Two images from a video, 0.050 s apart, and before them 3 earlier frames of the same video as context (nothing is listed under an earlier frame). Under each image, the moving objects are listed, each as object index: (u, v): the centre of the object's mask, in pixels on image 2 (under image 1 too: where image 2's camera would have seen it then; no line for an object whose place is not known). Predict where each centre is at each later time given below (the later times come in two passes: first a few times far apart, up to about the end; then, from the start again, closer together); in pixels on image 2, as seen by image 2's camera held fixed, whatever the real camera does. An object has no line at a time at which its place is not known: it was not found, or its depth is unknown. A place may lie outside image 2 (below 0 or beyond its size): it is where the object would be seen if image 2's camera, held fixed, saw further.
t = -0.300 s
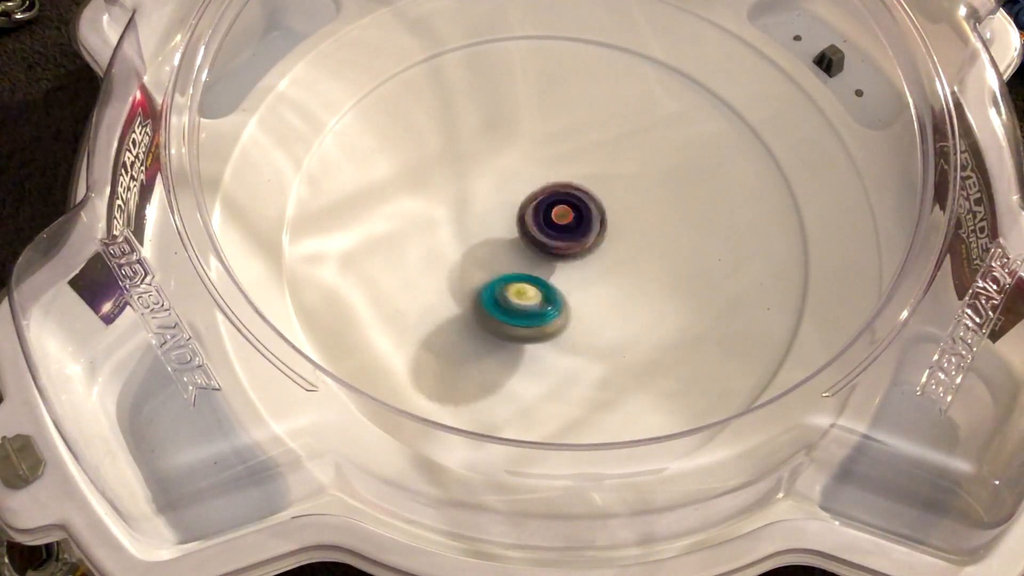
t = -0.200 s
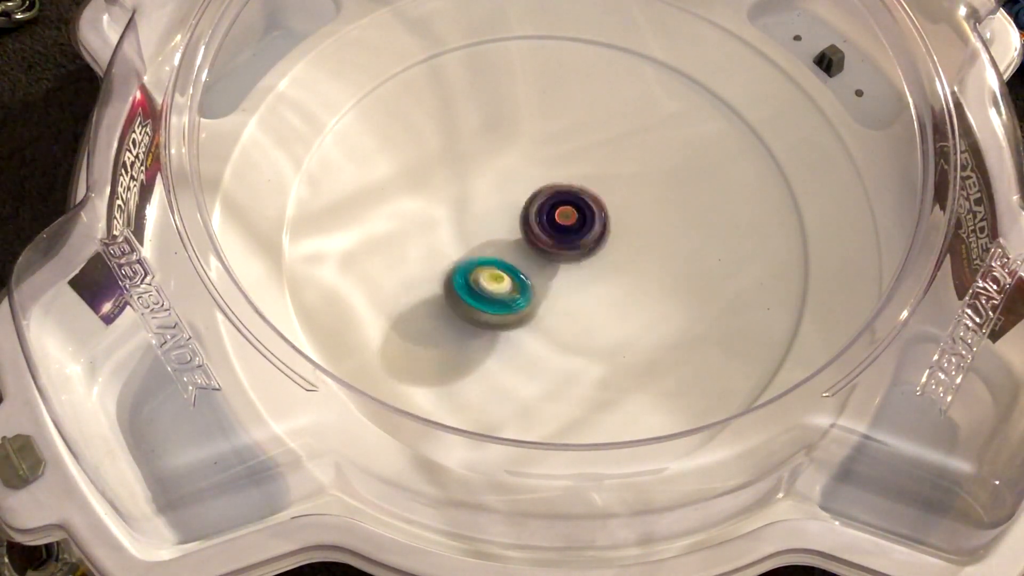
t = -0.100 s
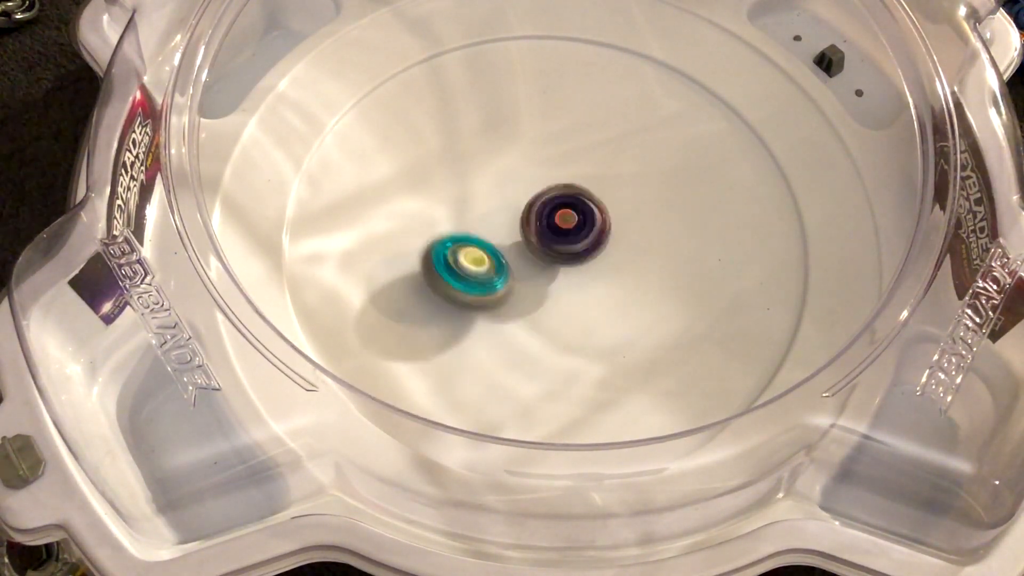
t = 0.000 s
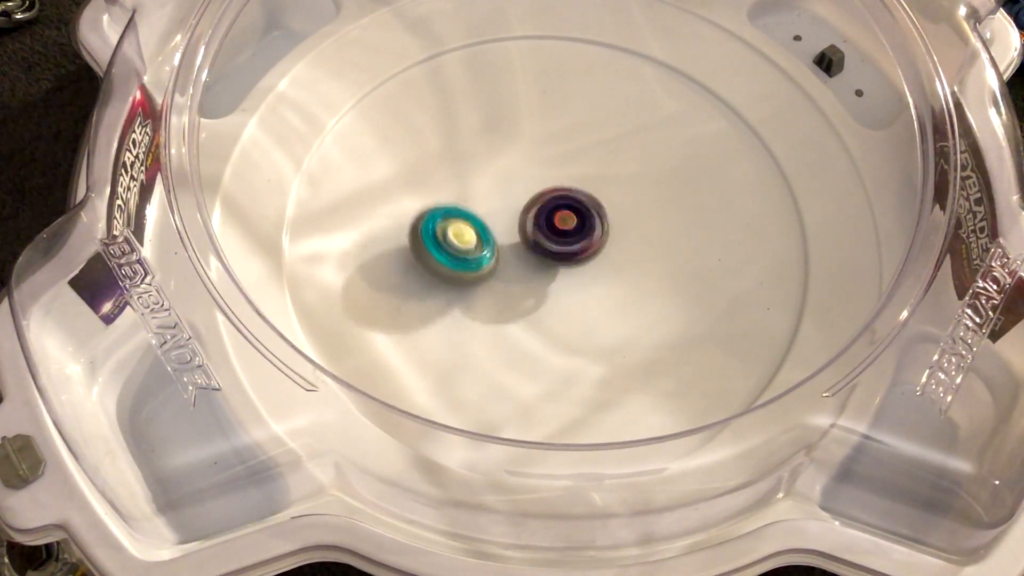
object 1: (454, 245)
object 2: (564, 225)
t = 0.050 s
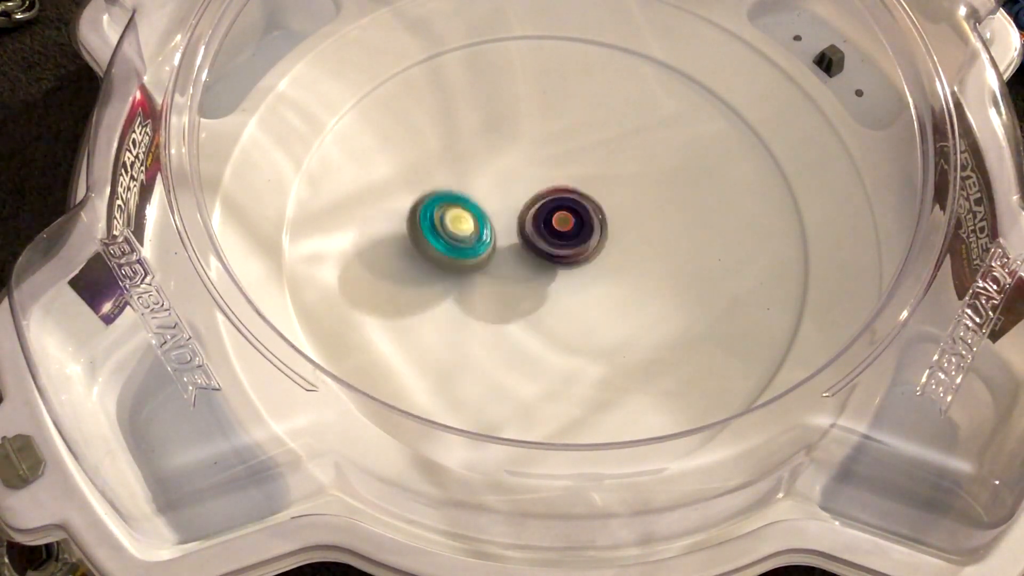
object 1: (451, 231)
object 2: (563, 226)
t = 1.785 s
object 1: (582, 146)
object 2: (556, 230)
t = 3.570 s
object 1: (473, 178)
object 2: (560, 227)
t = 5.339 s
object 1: (494, 160)
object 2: (556, 220)
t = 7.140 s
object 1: (543, 144)
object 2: (558, 226)
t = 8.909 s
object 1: (591, 151)
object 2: (558, 225)
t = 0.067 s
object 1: (451, 226)
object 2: (562, 226)
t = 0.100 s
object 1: (452, 217)
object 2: (561, 226)
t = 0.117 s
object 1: (452, 213)
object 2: (561, 226)
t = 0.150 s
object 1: (454, 204)
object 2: (560, 226)
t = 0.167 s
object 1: (456, 199)
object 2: (559, 226)
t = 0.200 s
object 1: (460, 191)
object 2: (558, 226)
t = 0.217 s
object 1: (463, 187)
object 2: (558, 226)
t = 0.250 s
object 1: (468, 179)
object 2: (556, 225)
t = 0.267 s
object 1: (471, 176)
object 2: (555, 224)
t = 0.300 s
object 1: (478, 170)
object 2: (554, 224)
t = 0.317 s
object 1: (484, 165)
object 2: (554, 223)
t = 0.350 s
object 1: (519, 147)
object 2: (553, 223)
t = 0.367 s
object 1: (539, 143)
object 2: (552, 221)
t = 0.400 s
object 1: (583, 146)
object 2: (554, 220)
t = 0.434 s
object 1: (619, 163)
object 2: (555, 219)
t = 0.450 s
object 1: (634, 179)
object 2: (555, 220)
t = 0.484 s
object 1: (652, 213)
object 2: (556, 222)
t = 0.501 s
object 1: (655, 232)
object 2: (557, 223)
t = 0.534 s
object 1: (644, 268)
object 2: (558, 225)
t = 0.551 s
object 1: (631, 282)
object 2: (558, 226)
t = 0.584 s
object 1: (593, 306)
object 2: (559, 226)
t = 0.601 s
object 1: (571, 311)
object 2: (560, 226)
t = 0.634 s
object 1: (524, 308)
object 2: (561, 225)
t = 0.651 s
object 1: (500, 298)
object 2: (561, 225)
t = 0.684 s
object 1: (469, 272)
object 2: (561, 223)
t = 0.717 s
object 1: (452, 236)
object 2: (561, 220)
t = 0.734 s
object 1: (452, 217)
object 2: (560, 219)
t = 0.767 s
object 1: (466, 182)
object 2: (558, 217)
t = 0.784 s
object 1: (479, 169)
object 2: (557, 217)
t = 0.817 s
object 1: (516, 147)
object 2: (555, 217)
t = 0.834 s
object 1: (537, 142)
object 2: (556, 222)
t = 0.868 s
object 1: (579, 145)
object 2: (552, 233)
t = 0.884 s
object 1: (599, 153)
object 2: (548, 237)
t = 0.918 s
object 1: (632, 177)
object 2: (540, 237)
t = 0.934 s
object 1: (644, 194)
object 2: (538, 236)
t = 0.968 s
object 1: (655, 232)
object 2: (541, 229)
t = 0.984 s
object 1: (652, 251)
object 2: (546, 228)
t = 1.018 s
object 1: (630, 286)
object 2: (557, 227)
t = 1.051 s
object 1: (591, 309)
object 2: (565, 230)
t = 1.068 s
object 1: (569, 313)
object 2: (569, 230)
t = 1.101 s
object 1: (521, 308)
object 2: (571, 231)
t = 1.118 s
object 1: (501, 298)
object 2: (572, 231)
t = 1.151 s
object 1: (466, 267)
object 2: (570, 230)
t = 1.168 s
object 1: (456, 250)
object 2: (568, 228)
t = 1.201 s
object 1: (453, 212)
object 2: (562, 225)
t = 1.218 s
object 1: (459, 193)
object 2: (560, 223)
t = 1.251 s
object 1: (485, 163)
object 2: (554, 218)
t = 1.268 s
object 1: (502, 153)
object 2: (553, 217)
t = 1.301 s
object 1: (542, 140)
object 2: (556, 219)
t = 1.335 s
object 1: (586, 144)
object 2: (560, 225)
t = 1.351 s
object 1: (606, 153)
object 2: (562, 228)
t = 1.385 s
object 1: (637, 180)
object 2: (560, 233)
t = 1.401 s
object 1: (647, 198)
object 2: (558, 232)
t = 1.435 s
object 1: (653, 237)
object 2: (557, 232)
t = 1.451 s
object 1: (649, 256)
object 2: (556, 231)
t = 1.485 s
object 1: (622, 289)
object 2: (557, 225)
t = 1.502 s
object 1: (602, 301)
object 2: (559, 223)
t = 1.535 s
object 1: (555, 312)
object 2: (562, 220)
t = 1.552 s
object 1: (531, 310)
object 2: (565, 219)
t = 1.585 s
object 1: (486, 289)
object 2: (567, 220)
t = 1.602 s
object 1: (470, 275)
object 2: (567, 222)
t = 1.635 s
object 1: (451, 239)
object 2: (561, 224)
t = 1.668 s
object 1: (455, 200)
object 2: (554, 224)
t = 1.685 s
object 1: (465, 183)
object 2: (551, 222)
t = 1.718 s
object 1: (496, 156)
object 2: (549, 218)
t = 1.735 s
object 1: (518, 146)
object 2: (552, 220)
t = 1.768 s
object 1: (561, 142)
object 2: (556, 227)
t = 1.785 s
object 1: (582, 146)
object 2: (556, 230)
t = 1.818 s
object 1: (621, 166)
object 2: (559, 235)
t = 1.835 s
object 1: (637, 182)
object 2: (560, 235)
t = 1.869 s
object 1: (654, 220)
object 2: (562, 233)
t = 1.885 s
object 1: (654, 239)
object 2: (563, 232)
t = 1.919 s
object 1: (639, 276)
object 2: (567, 229)
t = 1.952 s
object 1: (603, 305)
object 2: (570, 224)
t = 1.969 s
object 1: (580, 312)
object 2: (571, 224)
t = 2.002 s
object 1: (531, 310)
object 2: (570, 224)
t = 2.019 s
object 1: (506, 301)
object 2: (567, 223)
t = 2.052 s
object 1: (470, 271)
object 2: (562, 221)
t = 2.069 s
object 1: (459, 252)
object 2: (558, 219)
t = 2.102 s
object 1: (455, 213)
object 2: (555, 219)
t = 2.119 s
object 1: (461, 194)
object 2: (554, 217)
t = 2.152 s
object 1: (488, 161)
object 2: (551, 221)
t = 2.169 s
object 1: (507, 150)
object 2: (550, 222)
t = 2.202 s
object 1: (549, 142)
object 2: (549, 224)
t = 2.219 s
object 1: (572, 144)
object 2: (549, 226)
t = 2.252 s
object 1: (612, 160)
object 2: (549, 228)
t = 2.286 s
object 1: (641, 190)
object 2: (551, 230)
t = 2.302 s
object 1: (651, 211)
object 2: (551, 231)
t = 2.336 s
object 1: (651, 252)
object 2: (550, 231)
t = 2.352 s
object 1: (642, 269)
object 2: (550, 231)
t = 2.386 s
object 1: (607, 300)
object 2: (553, 227)
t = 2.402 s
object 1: (584, 309)
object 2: (557, 226)
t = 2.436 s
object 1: (535, 309)
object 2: (564, 229)
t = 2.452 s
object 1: (512, 302)
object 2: (565, 232)
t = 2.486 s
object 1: (472, 273)
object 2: (563, 232)
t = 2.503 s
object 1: (460, 254)
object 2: (561, 231)
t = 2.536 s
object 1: (455, 215)
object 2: (562, 226)
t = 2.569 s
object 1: (470, 178)
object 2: (565, 223)
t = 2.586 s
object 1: (487, 163)
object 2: (566, 222)
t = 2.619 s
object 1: (525, 146)
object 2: (567, 222)
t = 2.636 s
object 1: (547, 143)
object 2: (566, 224)
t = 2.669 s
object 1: (592, 151)
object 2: (561, 224)
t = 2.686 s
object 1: (612, 161)
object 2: (557, 223)
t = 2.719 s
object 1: (641, 194)
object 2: (553, 218)
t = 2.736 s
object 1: (650, 214)
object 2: (554, 216)
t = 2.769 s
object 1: (649, 254)
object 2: (557, 215)
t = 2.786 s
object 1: (640, 273)
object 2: (558, 217)
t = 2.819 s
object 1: (612, 299)
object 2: (556, 221)
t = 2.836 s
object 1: (607, 302)
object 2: (556, 222)
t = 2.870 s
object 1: (596, 306)
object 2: (556, 222)
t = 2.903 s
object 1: (585, 310)
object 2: (554, 222)
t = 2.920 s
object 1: (578, 311)
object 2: (554, 223)
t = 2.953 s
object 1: (566, 313)
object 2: (554, 224)
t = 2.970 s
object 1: (560, 313)
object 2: (554, 224)
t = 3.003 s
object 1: (547, 313)
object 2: (554, 225)
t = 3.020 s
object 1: (541, 312)
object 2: (553, 225)
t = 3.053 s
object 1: (529, 310)
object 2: (553, 224)
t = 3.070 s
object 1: (523, 308)
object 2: (553, 225)
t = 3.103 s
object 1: (511, 304)
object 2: (553, 226)
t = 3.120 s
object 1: (505, 301)
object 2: (553, 225)
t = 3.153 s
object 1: (494, 295)
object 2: (553, 224)
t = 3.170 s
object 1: (489, 291)
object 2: (553, 224)
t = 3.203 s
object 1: (481, 283)
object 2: (554, 225)
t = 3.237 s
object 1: (472, 274)
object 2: (555, 224)
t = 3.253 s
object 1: (468, 270)
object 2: (555, 225)
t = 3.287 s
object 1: (463, 261)
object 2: (556, 226)
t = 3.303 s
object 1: (461, 256)
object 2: (557, 225)
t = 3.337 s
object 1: (457, 246)
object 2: (557, 225)
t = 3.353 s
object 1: (456, 241)
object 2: (557, 226)
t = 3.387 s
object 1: (454, 231)
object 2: (558, 226)
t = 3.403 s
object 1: (454, 225)
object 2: (559, 226)
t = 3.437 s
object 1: (455, 215)
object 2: (558, 227)
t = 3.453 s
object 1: (456, 210)
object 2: (558, 227)
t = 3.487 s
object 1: (459, 200)
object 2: (559, 227)
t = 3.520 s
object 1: (463, 191)
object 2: (558, 227)
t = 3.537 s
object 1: (466, 187)
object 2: (559, 227)
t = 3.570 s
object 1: (473, 178)
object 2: (560, 227)
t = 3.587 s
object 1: (476, 175)
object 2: (560, 227)
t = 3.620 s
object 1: (484, 167)
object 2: (560, 228)
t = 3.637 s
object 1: (489, 163)
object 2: (560, 228)
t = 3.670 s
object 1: (498, 158)
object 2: (560, 228)
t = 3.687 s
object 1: (503, 155)
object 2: (560, 228)
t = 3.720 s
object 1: (513, 151)
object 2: (561, 228)
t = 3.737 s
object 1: (519, 149)
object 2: (562, 228)
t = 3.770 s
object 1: (530, 146)
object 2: (561, 228)
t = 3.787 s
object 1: (536, 146)
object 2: (562, 229)
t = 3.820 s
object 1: (548, 144)
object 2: (562, 228)
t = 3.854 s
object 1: (560, 144)
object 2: (562, 228)
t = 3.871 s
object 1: (566, 145)
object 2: (562, 229)
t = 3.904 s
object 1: (578, 146)
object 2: (563, 229)
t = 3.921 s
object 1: (583, 148)
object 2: (563, 229)
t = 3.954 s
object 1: (593, 152)
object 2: (561, 229)
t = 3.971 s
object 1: (599, 154)
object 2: (561, 229)
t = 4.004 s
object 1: (609, 160)
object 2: (562, 228)
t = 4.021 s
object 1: (614, 163)
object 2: (562, 228)
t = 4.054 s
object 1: (624, 169)
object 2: (561, 228)
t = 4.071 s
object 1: (628, 173)
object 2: (561, 229)
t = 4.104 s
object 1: (635, 181)
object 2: (561, 227)
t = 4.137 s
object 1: (642, 191)
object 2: (560, 227)
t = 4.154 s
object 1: (645, 195)
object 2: (559, 227)
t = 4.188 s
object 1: (649, 205)
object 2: (559, 226)
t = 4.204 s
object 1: (651, 210)
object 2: (559, 225)
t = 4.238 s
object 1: (653, 220)
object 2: (558, 225)
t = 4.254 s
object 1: (654, 225)
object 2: (558, 224)
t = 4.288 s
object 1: (654, 236)
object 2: (559, 222)
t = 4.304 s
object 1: (653, 241)
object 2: (558, 222)
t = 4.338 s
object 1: (650, 252)
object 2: (559, 223)
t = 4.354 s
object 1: (649, 257)
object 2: (560, 222)
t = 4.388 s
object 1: (644, 267)
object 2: (560, 222)
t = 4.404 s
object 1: (641, 272)
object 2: (559, 221)
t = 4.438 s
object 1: (634, 280)
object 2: (560, 220)
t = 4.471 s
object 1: (626, 289)
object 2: (560, 219)
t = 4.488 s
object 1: (621, 293)
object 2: (560, 220)
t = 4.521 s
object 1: (611, 299)
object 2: (561, 220)
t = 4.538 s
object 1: (606, 302)
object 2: (562, 220)
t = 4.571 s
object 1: (594, 307)
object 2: (562, 219)
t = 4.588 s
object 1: (588, 309)
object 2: (562, 220)
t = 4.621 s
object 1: (576, 311)
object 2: (563, 221)
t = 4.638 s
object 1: (570, 312)
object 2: (563, 221)
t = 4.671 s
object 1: (557, 313)
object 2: (562, 222)
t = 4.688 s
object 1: (551, 313)
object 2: (561, 224)
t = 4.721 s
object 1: (539, 311)
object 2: (561, 224)
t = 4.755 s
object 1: (525, 308)
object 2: (560, 224)
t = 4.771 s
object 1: (519, 306)
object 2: (559, 224)
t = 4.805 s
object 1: (508, 301)
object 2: (559, 224)
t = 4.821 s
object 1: (503, 298)
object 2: (558, 223)
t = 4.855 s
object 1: (492, 291)
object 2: (557, 224)
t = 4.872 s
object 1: (487, 288)
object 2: (556, 224)
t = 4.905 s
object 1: (478, 280)
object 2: (556, 223)
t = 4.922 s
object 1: (474, 275)
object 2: (555, 222)
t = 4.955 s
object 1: (466, 266)
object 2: (555, 222)
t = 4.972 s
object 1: (463, 261)
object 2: (555, 223)
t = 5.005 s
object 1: (459, 251)
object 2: (555, 221)
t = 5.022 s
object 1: (457, 246)
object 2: (554, 221)
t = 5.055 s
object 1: (455, 236)
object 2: (553, 221)
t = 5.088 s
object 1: (454, 226)
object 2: (554, 220)
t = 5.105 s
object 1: (454, 221)
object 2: (554, 220)
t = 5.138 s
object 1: (456, 210)
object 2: (554, 220)
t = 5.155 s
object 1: (457, 205)
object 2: (554, 220)
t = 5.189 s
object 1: (461, 195)
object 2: (554, 220)
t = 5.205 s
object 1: (463, 191)
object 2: (554, 220)
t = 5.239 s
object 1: (469, 182)
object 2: (554, 219)
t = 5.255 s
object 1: (472, 178)
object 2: (554, 219)
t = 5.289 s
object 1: (480, 170)
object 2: (555, 219)
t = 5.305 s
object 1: (484, 167)
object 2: (556, 220)
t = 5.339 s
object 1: (494, 160)
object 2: (556, 220)
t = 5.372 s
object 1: (503, 155)
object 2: (557, 221)
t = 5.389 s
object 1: (508, 153)
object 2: (558, 221)
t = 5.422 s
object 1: (519, 148)
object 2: (557, 221)
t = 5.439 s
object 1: (525, 147)
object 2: (558, 222)
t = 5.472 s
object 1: (537, 145)
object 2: (558, 223)
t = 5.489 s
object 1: (543, 143)
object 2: (558, 223)
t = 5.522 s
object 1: (555, 143)
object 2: (557, 224)
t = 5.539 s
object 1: (561, 144)
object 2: (557, 225)
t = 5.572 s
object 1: (573, 145)
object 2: (558, 225)
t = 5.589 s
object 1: (578, 147)
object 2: (557, 226)
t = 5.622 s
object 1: (590, 151)
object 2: (555, 227)
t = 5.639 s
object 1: (595, 153)
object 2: (555, 227)
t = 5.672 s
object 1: (606, 158)
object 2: (556, 227)
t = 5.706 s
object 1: (616, 164)
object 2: (555, 227)
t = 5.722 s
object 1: (621, 168)
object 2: (555, 227)
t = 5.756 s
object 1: (629, 176)
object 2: (554, 227)
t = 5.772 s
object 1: (633, 180)
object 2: (554, 227)
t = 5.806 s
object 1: (640, 189)
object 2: (552, 227)
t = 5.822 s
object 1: (643, 193)
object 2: (552, 227)
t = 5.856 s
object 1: (648, 203)
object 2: (552, 226)
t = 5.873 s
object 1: (649, 208)
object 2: (553, 226)
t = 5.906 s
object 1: (652, 219)
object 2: (551, 226)
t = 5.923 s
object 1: (653, 224)
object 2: (551, 226)
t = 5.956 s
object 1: (653, 235)
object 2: (553, 225)
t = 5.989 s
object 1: (652, 246)
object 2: (552, 224)
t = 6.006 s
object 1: (650, 251)
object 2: (552, 224)
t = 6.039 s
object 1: (647, 262)
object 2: (553, 224)
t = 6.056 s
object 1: (644, 266)
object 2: (554, 223)
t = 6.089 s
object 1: (638, 276)
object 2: (555, 222)
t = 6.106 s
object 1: (634, 280)
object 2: (555, 223)
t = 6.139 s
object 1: (625, 289)
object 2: (557, 223)
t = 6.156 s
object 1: (621, 292)
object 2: (558, 223)
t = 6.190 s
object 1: (611, 299)
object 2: (558, 223)
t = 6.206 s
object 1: (605, 302)
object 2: (558, 224)
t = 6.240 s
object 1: (594, 307)
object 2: (559, 225)
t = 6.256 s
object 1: (588, 309)
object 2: (559, 224)
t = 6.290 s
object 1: (576, 312)
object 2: (559, 225)
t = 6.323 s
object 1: (563, 313)
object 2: (559, 227)
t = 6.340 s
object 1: (557, 313)
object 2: (559, 227)
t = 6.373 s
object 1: (543, 313)
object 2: (560, 226)
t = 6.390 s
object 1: (537, 312)
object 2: (559, 227)
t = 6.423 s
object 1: (524, 308)
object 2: (558, 228)
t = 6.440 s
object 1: (518, 307)
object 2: (558, 228)
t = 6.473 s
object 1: (507, 301)
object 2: (558, 227)
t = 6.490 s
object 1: (500, 298)
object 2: (557, 227)
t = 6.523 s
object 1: (490, 291)
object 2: (557, 228)
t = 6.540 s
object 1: (485, 287)
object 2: (557, 227)
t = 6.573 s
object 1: (477, 279)
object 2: (557, 226)
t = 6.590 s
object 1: (472, 275)
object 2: (557, 225)
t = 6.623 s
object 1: (465, 265)
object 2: (555, 226)
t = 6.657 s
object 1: (460, 255)
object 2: (557, 224)
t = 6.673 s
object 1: (458, 250)
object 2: (557, 224)
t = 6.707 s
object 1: (455, 239)
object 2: (557, 223)
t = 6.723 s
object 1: (454, 234)
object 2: (558, 223)
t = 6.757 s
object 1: (454, 223)
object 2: (559, 222)
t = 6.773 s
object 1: (454, 218)
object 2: (560, 221)
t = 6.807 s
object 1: (456, 208)
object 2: (560, 221)
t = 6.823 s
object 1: (458, 202)
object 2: (561, 222)
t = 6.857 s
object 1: (462, 193)
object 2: (562, 223)
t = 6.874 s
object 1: (465, 188)
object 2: (562, 223)
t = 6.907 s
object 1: (472, 179)
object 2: (562, 224)
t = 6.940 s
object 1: (478, 172)
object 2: (562, 225)
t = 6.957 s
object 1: (483, 168)
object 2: (561, 226)
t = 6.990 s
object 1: (492, 162)
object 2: (561, 225)
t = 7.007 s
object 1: (497, 158)
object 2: (561, 225)
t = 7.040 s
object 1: (507, 153)
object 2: (560, 226)
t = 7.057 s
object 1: (513, 151)
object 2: (559, 226)
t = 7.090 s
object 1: (525, 147)
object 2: (560, 226)
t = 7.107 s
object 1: (530, 146)
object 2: (559, 225)
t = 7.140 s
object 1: (543, 144)
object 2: (558, 226)
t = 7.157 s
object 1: (548, 144)
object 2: (557, 226)
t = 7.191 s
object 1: (561, 143)
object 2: (558, 225)
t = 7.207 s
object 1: (567, 144)
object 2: (557, 225)
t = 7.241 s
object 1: (578, 146)
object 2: (555, 226)
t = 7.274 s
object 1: (590, 150)
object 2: (555, 225)
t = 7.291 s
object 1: (596, 152)
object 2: (556, 224)
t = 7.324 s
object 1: (606, 157)
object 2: (554, 223)
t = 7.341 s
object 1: (612, 160)
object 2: (554, 222)
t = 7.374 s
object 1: (621, 167)
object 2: (554, 223)
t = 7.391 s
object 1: (625, 171)
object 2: (554, 222)
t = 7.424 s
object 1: (633, 179)
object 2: (554, 220)
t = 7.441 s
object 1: (637, 183)
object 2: (555, 220)
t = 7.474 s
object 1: (643, 193)
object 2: (555, 221)
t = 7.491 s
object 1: (646, 198)
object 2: (555, 221)
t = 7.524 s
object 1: (650, 208)
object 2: (557, 219)
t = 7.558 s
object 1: (653, 219)
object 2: (558, 220)
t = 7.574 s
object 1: (653, 224)
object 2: (558, 221)
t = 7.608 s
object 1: (653, 235)
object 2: (559, 222)
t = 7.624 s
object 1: (652, 240)
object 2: (559, 222)
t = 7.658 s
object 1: (650, 252)
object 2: (558, 223)
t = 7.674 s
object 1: (648, 257)
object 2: (558, 223)
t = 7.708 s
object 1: (643, 267)
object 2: (558, 224)
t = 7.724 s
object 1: (640, 272)
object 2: (558, 224)
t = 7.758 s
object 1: (632, 281)
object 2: (558, 223)
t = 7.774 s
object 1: (628, 285)
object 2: (557, 224)
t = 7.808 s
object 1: (618, 293)
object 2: (557, 224)
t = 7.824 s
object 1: (613, 297)
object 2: (557, 224)
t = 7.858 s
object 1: (603, 302)
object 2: (557, 224)
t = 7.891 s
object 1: (591, 307)
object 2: (557, 224)
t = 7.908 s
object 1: (585, 309)
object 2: (556, 225)
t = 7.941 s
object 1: (572, 311)
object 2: (557, 225)
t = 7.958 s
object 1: (565, 312)
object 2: (557, 225)
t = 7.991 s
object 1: (552, 312)
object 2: (556, 225)
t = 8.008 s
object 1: (545, 312)
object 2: (556, 225)
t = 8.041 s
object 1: (532, 310)
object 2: (557, 225)
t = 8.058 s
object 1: (526, 308)
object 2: (557, 224)
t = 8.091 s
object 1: (514, 304)
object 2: (557, 224)
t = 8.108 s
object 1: (507, 301)
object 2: (557, 225)
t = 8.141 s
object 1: (495, 295)
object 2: (557, 226)
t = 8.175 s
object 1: (487, 287)
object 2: (558, 225)
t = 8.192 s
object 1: (480, 282)
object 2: (558, 225)
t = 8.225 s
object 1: (473, 275)
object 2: (557, 225)
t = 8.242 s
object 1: (469, 269)
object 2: (558, 226)
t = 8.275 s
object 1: (462, 260)
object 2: (558, 226)
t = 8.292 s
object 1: (460, 255)
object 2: (558, 226)
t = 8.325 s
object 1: (456, 245)
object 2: (557, 226)
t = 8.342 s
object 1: (455, 239)
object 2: (556, 227)
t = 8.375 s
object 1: (453, 228)
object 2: (556, 227)
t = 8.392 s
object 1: (453, 223)
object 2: (556, 226)
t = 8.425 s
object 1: (455, 213)
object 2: (556, 225)
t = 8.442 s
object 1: (456, 207)
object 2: (555, 225)
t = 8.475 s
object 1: (459, 197)
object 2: (556, 225)
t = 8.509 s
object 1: (464, 188)
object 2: (557, 224)
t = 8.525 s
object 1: (467, 183)
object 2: (557, 224)
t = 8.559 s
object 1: (474, 175)
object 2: (557, 223)
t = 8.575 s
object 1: (478, 171)
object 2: (557, 223)
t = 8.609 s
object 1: (487, 164)
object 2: (557, 223)
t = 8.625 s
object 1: (492, 161)
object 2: (558, 223)
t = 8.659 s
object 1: (502, 156)
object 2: (559, 223)
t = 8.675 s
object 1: (507, 153)
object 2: (558, 223)
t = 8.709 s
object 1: (519, 149)
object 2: (559, 224)
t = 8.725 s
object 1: (525, 148)
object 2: (559, 224)
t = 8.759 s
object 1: (537, 144)
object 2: (560, 224)
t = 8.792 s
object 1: (549, 144)
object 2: (559, 224)
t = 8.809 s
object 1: (556, 144)
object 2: (559, 225)
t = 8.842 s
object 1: (568, 145)
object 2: (559, 226)
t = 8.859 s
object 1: (574, 146)
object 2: (560, 225)
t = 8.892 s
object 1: (585, 149)
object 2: (559, 224)
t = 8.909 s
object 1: (591, 151)
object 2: (558, 225)
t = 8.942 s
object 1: (603, 156)
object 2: (558, 225)
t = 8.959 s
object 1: (608, 159)
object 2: (558, 225)
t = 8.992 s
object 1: (618, 165)
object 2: (558, 224)
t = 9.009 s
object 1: (623, 169)
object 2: (557, 223)
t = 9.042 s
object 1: (631, 177)
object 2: (557, 224)
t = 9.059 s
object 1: (635, 182)
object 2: (557, 224)
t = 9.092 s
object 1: (642, 191)
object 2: (558, 222)
